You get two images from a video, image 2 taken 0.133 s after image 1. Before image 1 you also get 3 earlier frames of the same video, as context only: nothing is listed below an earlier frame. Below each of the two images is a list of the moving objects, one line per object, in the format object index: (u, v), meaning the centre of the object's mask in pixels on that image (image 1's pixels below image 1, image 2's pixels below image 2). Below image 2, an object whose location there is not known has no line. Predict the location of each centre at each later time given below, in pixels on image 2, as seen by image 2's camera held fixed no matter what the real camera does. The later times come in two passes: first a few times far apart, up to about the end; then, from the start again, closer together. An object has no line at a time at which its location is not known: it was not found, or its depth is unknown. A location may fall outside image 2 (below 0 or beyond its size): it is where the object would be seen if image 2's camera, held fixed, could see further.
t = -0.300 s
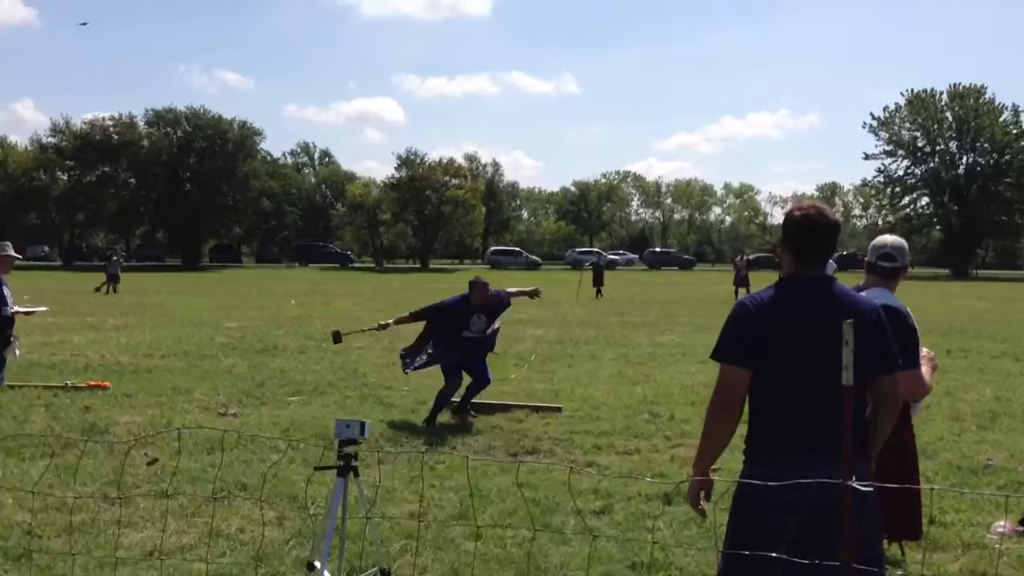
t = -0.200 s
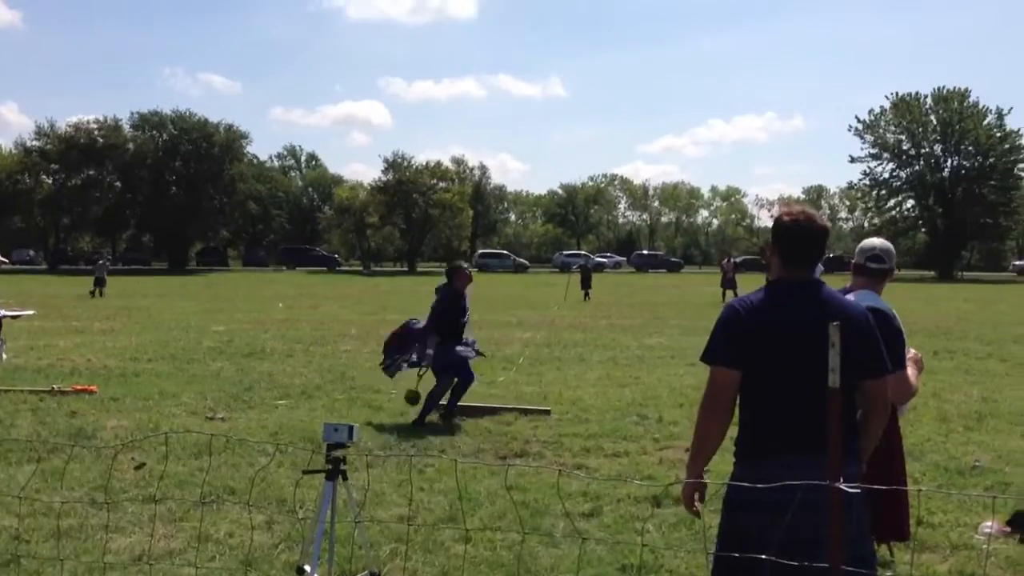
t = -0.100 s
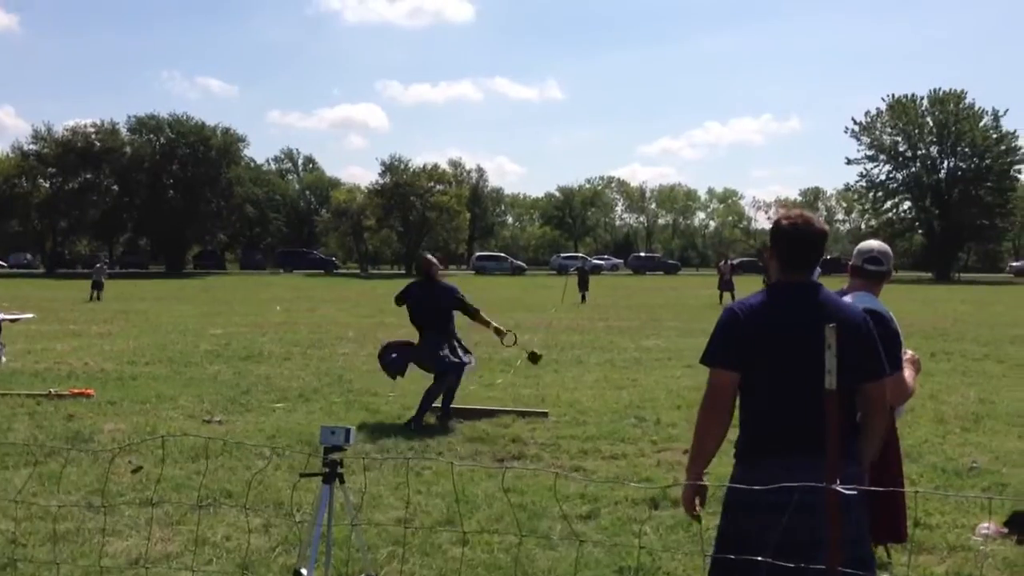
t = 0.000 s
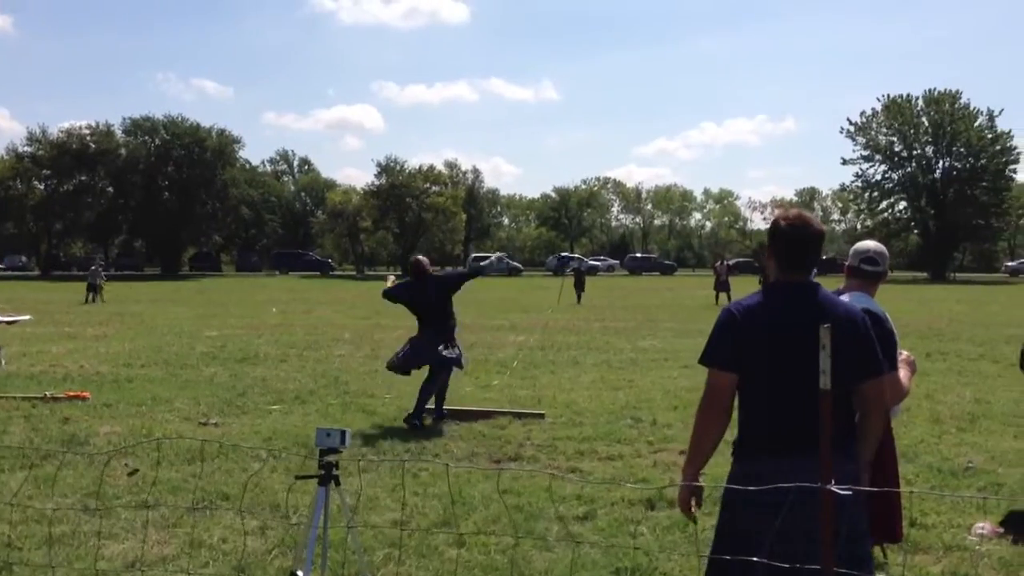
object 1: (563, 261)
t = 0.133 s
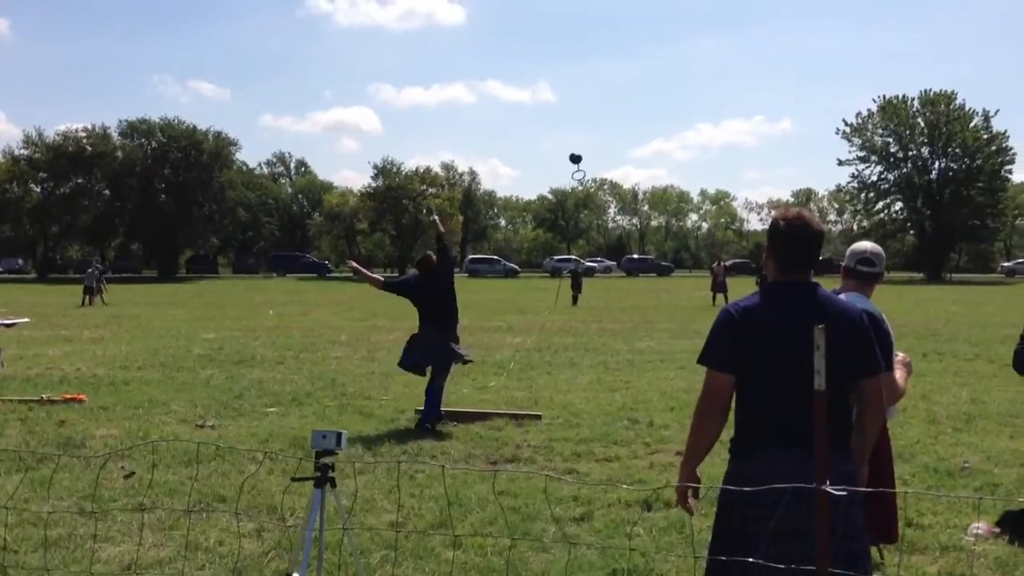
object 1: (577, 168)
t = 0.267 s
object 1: (603, 91)
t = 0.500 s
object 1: (604, 14)
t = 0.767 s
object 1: (627, 1)
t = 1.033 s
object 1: (640, 12)
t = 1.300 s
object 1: (640, 60)
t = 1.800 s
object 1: (656, 188)
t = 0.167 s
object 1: (585, 147)
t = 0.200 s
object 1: (593, 127)
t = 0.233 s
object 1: (599, 109)
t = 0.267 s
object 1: (603, 91)
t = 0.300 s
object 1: (604, 75)
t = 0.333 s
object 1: (604, 61)
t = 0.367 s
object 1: (605, 49)
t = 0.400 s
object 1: (605, 38)
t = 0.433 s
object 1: (604, 29)
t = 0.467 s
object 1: (604, 21)
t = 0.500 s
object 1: (604, 14)
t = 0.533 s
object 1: (604, 9)
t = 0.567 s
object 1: (604, 5)
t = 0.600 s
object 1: (607, 3)
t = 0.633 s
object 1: (610, 2)
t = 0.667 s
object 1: (613, 1)
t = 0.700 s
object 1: (618, 1)
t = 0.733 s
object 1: (623, 1)
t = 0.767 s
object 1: (627, 1)
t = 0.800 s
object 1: (631, 2)
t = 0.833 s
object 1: (635, 3)
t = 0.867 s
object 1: (637, 4)
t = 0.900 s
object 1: (640, 5)
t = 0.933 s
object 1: (642, 6)
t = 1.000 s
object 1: (642, 10)
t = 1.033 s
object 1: (640, 12)
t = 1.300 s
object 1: (640, 60)
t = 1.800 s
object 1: (656, 188)
